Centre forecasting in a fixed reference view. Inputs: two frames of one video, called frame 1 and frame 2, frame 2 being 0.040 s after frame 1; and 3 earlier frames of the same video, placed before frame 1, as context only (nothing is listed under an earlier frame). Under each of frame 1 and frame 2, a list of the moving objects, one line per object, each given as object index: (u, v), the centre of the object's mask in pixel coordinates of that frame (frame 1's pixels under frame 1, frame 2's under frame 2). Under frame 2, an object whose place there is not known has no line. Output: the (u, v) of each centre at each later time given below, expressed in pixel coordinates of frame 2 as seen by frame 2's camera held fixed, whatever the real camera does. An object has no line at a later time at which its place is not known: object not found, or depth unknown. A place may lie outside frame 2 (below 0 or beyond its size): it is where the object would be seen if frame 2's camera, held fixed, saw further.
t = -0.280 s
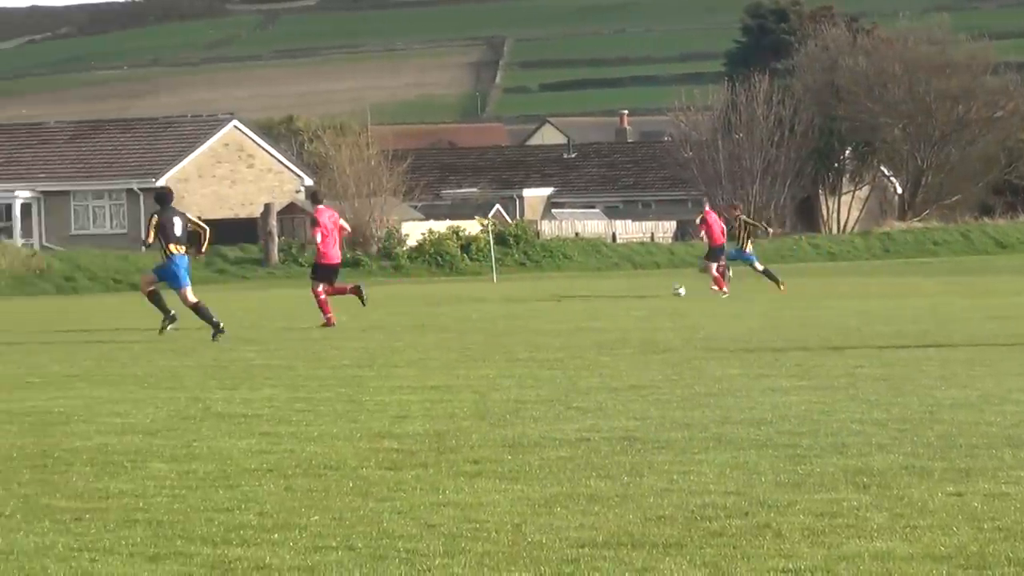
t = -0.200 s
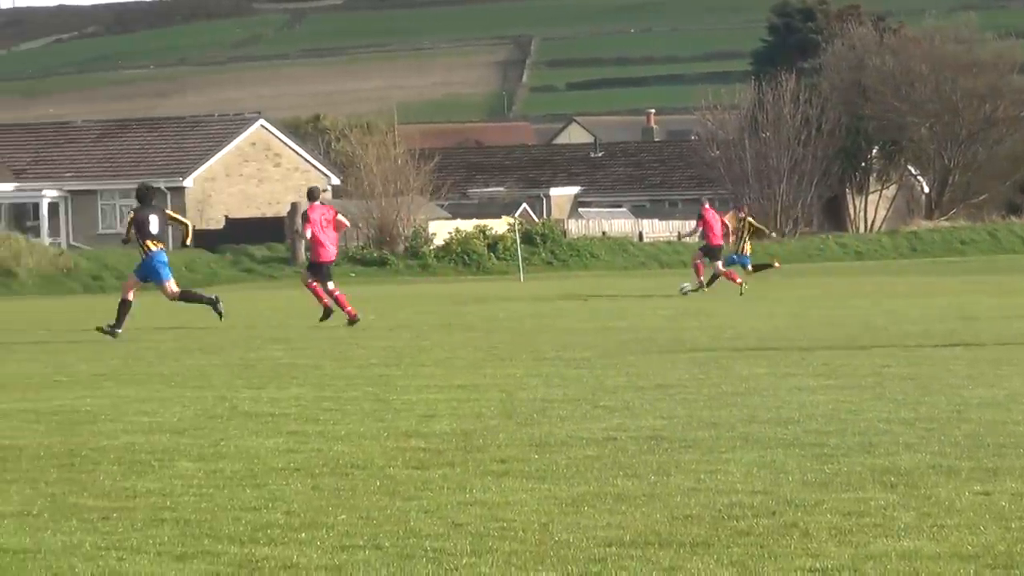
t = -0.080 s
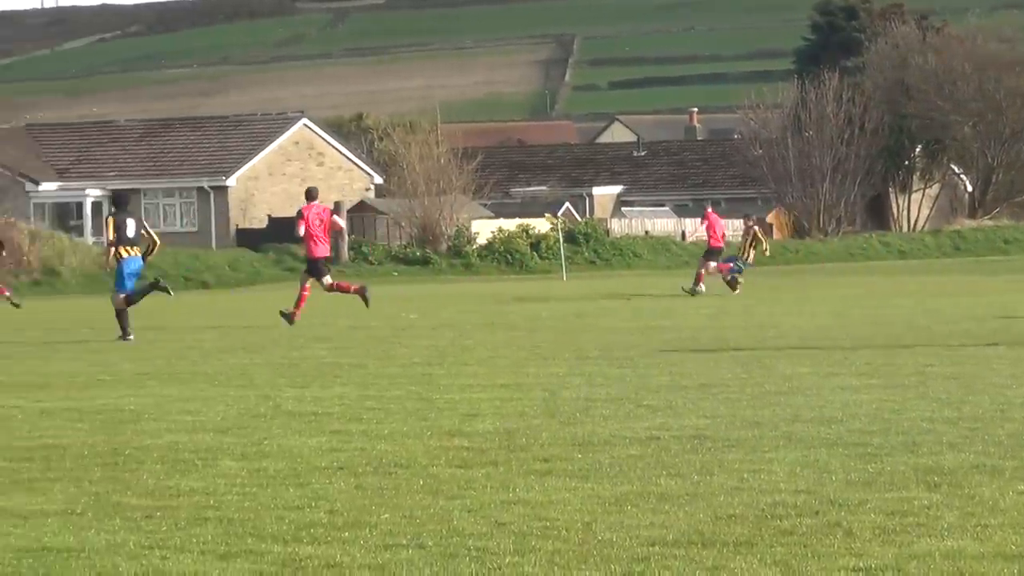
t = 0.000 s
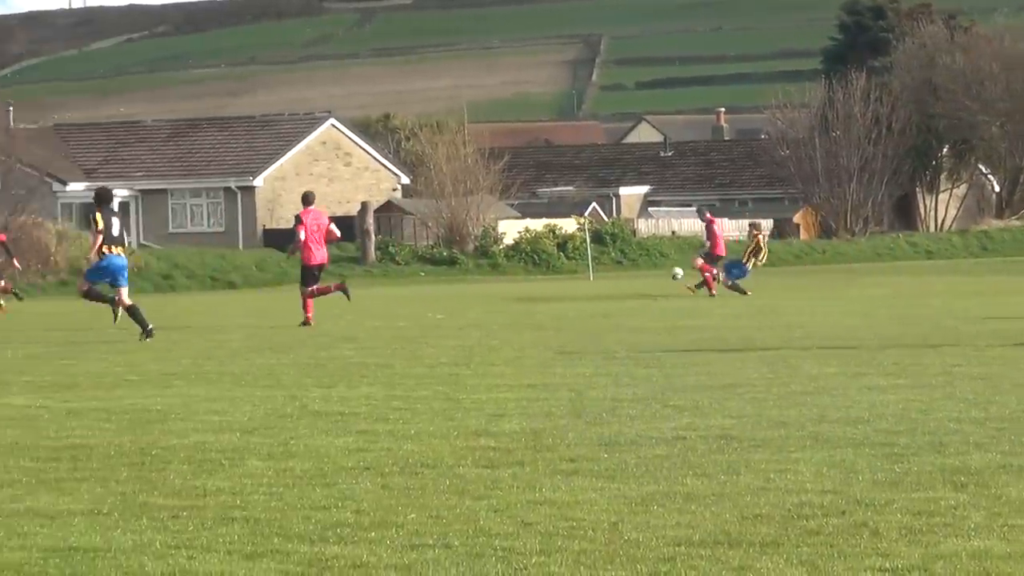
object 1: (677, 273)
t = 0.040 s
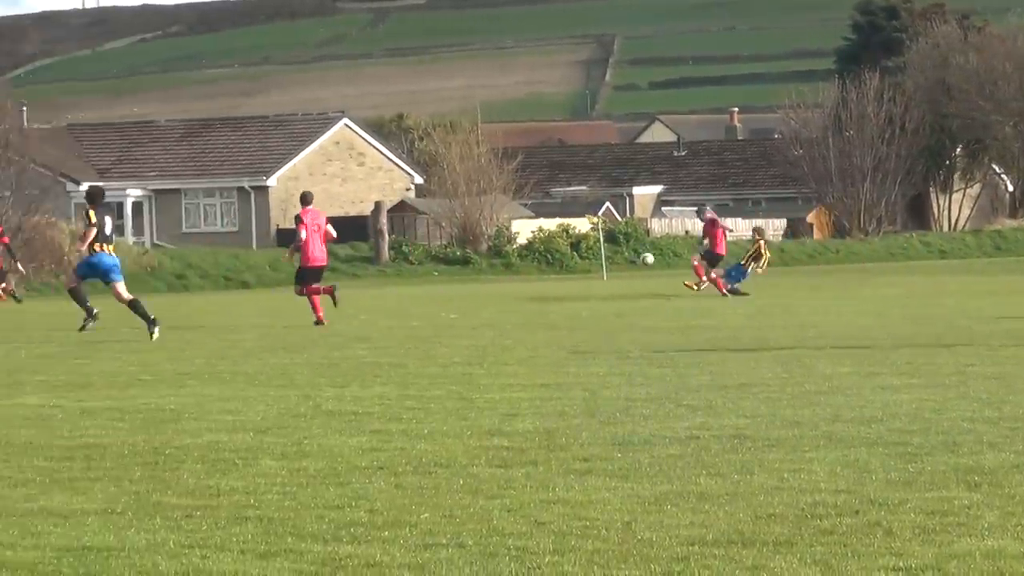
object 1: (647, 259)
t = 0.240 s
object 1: (431, 198)
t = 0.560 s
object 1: (77, 133)
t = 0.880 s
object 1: (-314, 109)
